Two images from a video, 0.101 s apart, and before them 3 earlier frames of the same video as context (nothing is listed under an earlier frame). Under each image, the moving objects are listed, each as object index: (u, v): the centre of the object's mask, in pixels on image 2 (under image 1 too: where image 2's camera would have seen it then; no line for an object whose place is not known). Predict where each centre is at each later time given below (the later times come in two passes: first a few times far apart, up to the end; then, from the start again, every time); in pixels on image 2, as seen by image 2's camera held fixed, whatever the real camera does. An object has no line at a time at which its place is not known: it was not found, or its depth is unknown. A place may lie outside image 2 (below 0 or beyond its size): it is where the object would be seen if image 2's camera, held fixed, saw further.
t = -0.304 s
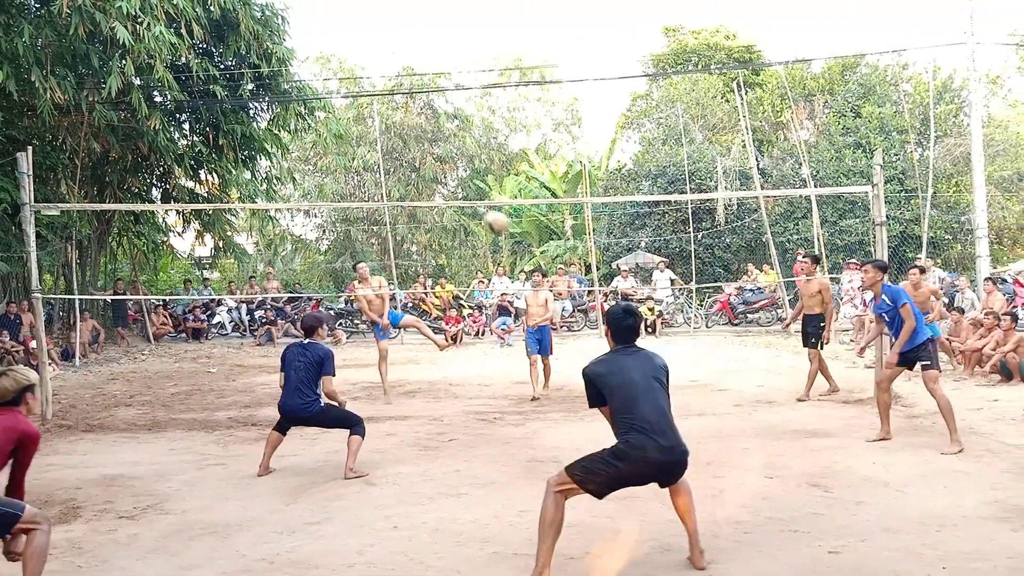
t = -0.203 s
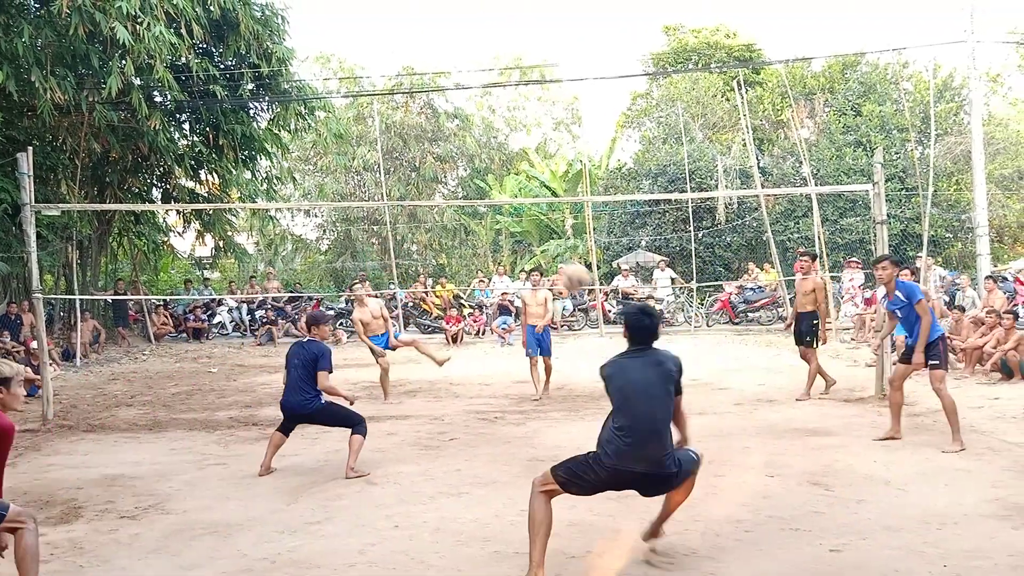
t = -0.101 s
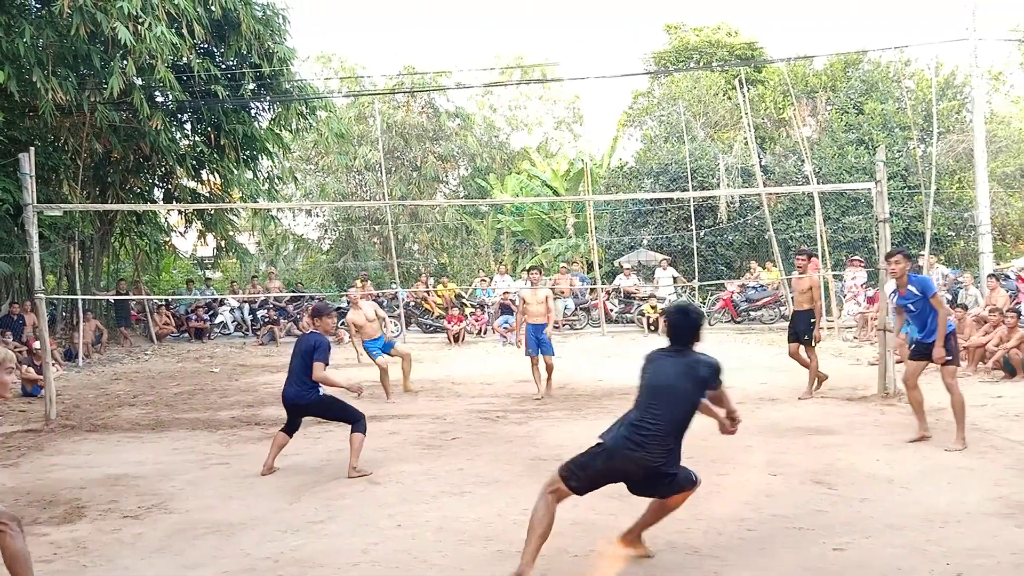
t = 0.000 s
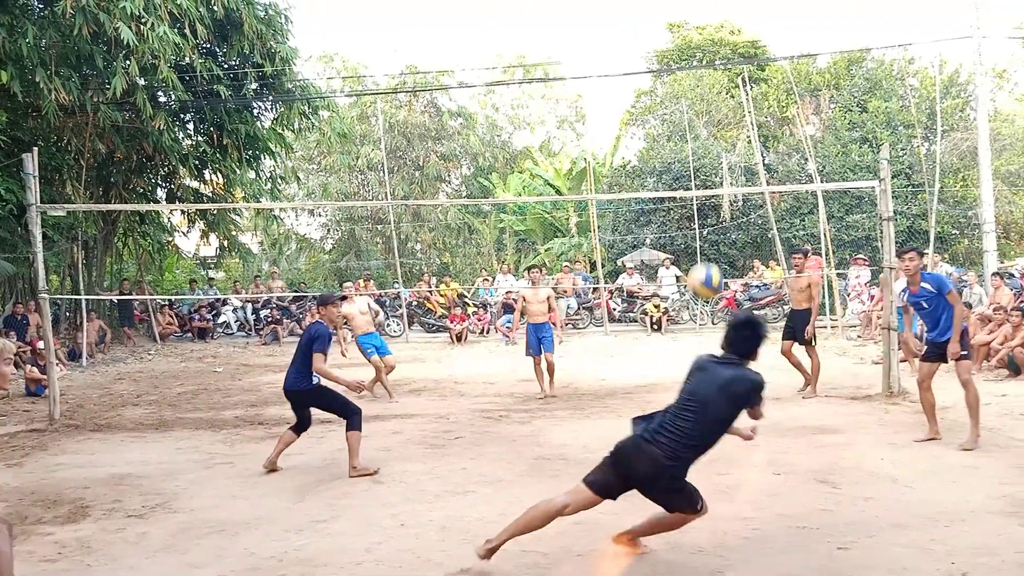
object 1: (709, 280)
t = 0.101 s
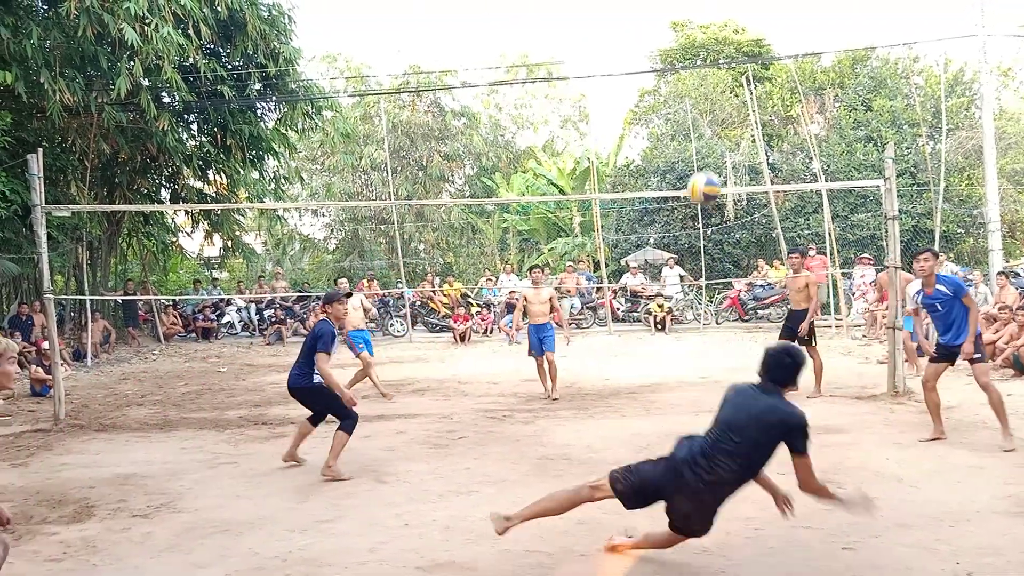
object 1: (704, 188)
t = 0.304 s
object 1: (698, 77)
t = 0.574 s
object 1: (698, 37)
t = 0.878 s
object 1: (702, 91)
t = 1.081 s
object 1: (705, 168)
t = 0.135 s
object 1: (702, 164)
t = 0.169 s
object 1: (702, 141)
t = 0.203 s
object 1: (700, 121)
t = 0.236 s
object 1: (700, 104)
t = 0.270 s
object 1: (698, 90)
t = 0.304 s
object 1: (698, 77)
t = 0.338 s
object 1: (698, 66)
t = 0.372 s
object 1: (699, 57)
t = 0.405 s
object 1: (698, 50)
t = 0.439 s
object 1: (698, 45)
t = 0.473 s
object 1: (698, 40)
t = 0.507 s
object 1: (698, 38)
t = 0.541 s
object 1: (697, 38)
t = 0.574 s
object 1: (698, 37)
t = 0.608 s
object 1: (698, 38)
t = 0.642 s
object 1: (699, 41)
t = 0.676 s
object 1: (699, 45)
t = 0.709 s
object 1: (699, 51)
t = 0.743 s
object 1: (700, 56)
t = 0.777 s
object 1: (700, 64)
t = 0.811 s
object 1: (701, 72)
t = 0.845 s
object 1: (701, 81)
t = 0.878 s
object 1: (702, 91)
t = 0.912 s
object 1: (702, 103)
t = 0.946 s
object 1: (702, 114)
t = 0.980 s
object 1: (703, 126)
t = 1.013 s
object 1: (704, 140)
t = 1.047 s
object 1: (704, 154)
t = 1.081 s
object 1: (705, 168)
